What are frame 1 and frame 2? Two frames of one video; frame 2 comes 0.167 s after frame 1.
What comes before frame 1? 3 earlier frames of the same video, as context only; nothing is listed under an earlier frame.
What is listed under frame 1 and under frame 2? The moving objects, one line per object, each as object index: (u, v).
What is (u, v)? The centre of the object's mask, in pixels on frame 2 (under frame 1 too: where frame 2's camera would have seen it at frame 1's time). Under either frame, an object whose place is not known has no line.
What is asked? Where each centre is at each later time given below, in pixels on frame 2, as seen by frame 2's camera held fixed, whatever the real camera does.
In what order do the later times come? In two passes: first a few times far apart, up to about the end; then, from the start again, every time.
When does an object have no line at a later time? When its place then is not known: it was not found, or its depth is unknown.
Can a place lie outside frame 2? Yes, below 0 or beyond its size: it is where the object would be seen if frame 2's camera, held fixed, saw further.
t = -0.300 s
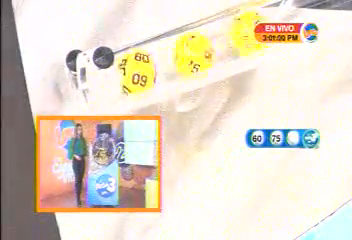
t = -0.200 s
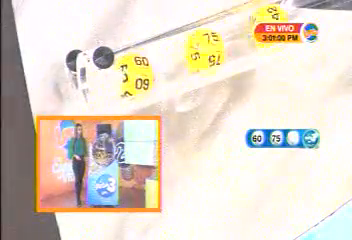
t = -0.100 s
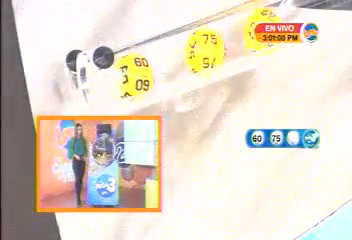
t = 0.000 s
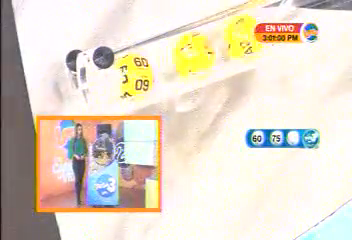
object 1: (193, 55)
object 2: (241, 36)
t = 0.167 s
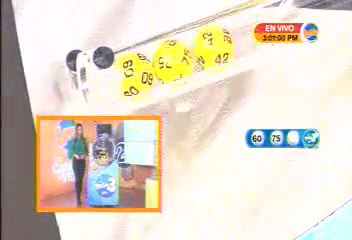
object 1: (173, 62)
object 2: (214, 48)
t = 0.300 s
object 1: (172, 63)
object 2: (210, 49)
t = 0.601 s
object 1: (172, 63)
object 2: (210, 49)
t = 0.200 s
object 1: (172, 61)
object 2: (211, 48)
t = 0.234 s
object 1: (172, 62)
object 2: (210, 48)
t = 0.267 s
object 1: (172, 62)
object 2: (211, 48)
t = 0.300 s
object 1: (172, 63)
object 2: (210, 49)
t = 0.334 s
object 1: (172, 63)
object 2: (210, 49)
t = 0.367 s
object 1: (172, 63)
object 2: (210, 49)
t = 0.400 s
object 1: (172, 63)
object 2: (210, 49)
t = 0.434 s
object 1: (172, 63)
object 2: (210, 49)
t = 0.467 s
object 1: (172, 63)
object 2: (210, 49)
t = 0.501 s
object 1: (172, 63)
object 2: (210, 49)
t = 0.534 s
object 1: (172, 63)
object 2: (210, 49)
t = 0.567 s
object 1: (172, 63)
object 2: (210, 49)
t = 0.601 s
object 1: (172, 63)
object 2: (210, 49)
